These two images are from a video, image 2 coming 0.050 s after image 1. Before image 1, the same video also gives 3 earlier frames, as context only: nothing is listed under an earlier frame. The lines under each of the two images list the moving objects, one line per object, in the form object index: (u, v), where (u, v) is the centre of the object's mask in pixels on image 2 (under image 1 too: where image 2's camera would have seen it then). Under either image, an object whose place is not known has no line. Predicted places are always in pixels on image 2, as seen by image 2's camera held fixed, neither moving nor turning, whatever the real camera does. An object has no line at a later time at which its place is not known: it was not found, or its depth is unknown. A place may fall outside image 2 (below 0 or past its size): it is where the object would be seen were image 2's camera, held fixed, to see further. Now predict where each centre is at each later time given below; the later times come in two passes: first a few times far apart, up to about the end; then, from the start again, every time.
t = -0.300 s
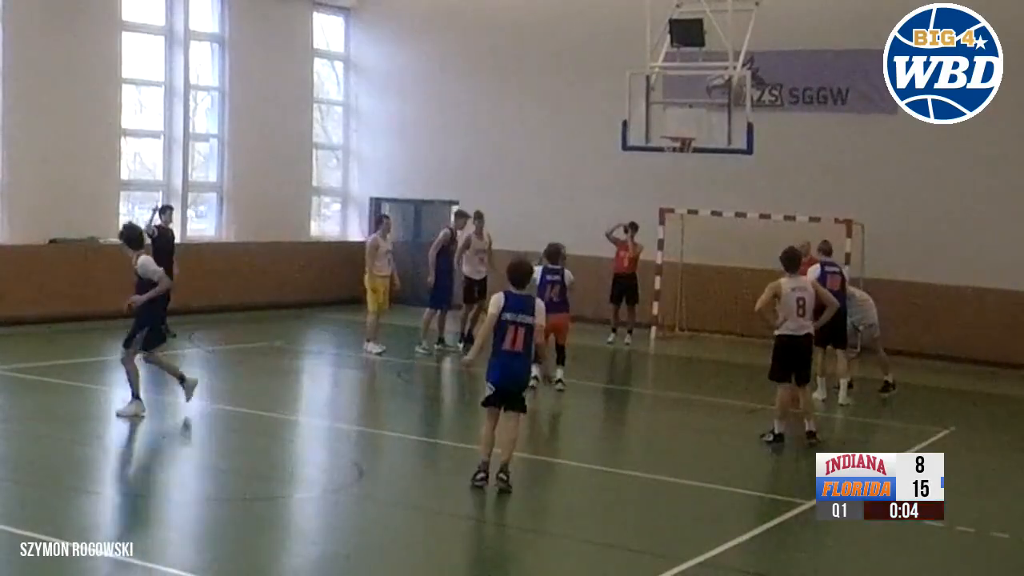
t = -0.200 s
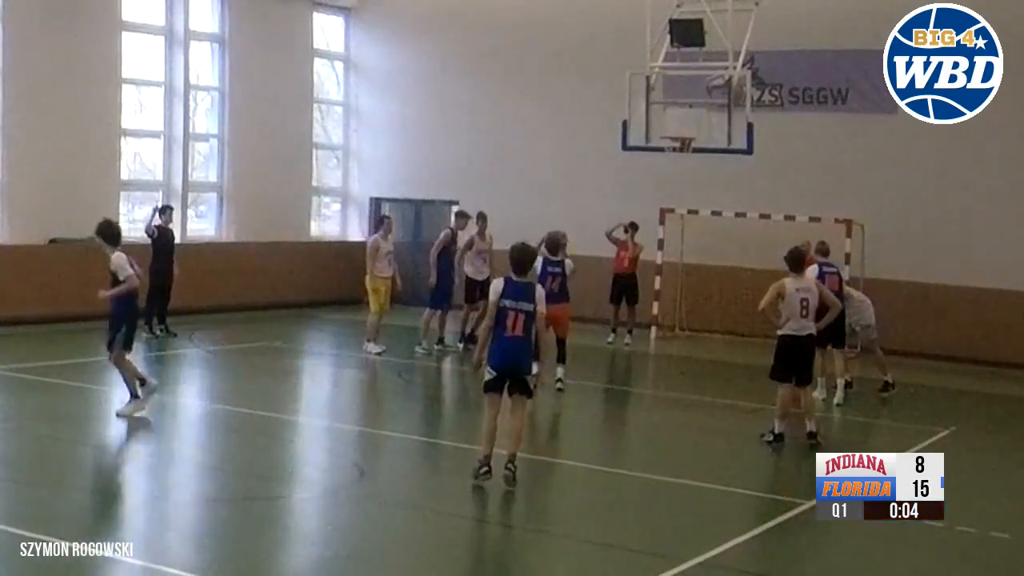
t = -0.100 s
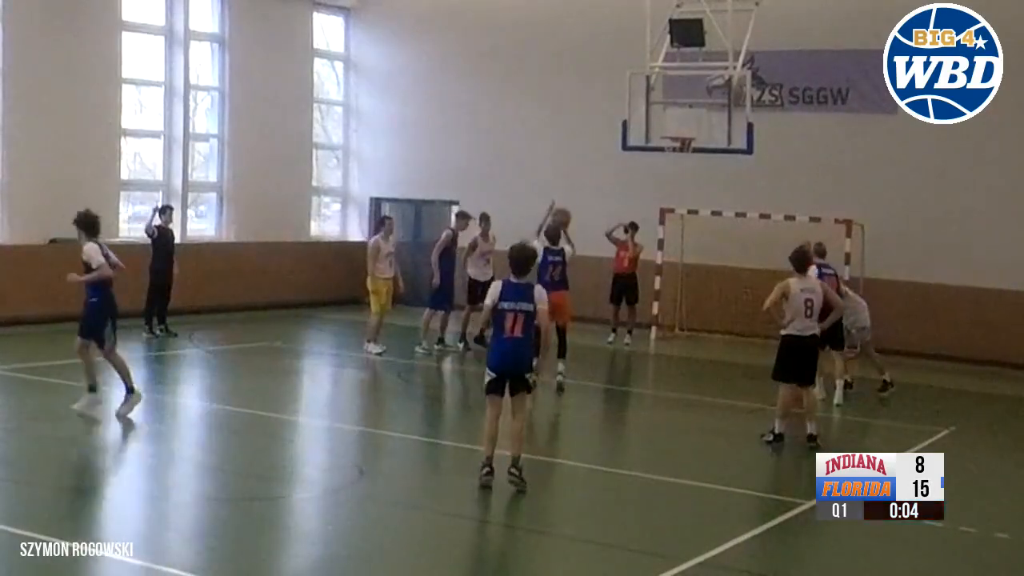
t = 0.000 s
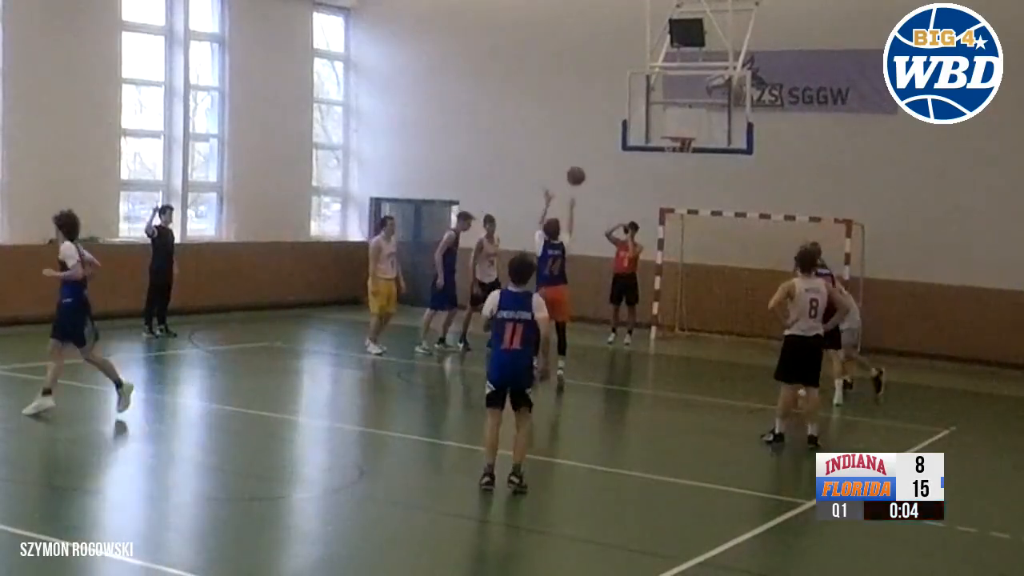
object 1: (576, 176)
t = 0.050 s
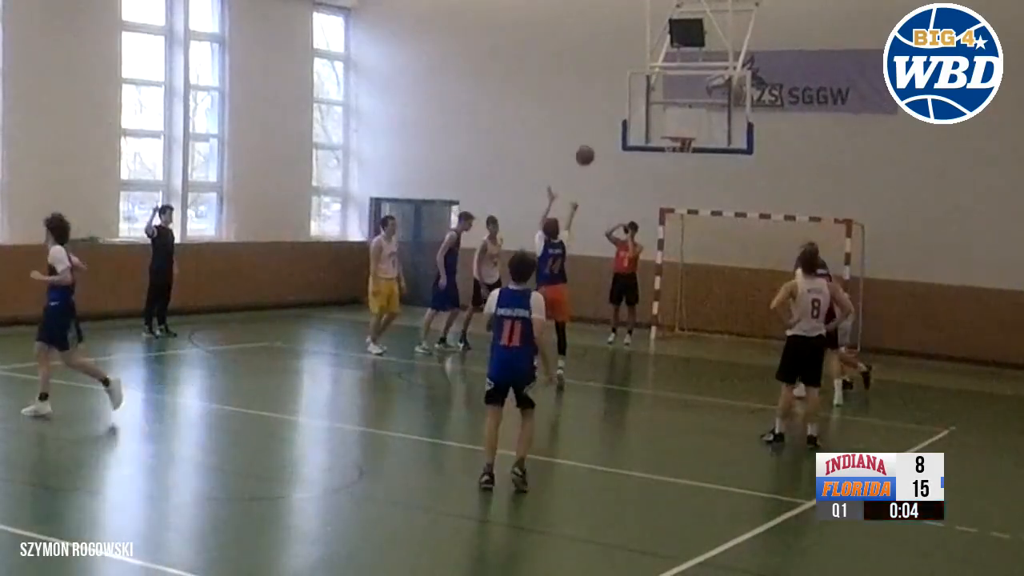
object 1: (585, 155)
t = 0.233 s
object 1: (615, 101)
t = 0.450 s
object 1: (645, 77)
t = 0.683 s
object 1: (676, 92)
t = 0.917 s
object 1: (690, 128)
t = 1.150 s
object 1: (672, 115)
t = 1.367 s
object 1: (655, 138)
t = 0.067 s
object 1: (587, 149)
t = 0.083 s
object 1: (591, 143)
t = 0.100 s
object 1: (593, 137)
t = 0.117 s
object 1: (596, 132)
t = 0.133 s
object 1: (599, 127)
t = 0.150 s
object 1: (602, 122)
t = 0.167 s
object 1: (604, 117)
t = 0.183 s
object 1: (607, 112)
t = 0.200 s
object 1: (609, 109)
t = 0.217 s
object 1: (612, 104)
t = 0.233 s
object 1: (615, 101)
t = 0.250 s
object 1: (617, 98)
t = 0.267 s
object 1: (620, 95)
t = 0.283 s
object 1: (622, 92)
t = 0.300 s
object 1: (624, 89)
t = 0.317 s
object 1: (627, 87)
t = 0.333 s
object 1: (629, 84)
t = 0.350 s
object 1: (631, 82)
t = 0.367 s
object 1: (634, 81)
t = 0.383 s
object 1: (636, 79)
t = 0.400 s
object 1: (638, 78)
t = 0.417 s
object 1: (640, 77)
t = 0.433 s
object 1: (642, 77)
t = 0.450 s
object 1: (645, 77)
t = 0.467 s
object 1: (648, 76)
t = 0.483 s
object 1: (649, 76)
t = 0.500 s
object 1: (652, 75)
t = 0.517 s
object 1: (656, 75)
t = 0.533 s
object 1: (657, 76)
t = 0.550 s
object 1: (658, 75)
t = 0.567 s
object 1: (660, 78)
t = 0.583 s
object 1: (662, 79)
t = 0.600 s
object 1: (664, 80)
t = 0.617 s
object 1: (667, 82)
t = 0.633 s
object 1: (668, 85)
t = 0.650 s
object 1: (670, 87)
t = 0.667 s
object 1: (671, 89)
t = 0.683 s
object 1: (676, 92)
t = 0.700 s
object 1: (678, 93)
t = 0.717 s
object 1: (680, 96)
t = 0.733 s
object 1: (682, 99)
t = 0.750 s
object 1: (684, 102)
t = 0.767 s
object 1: (686, 105)
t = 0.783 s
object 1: (687, 108)
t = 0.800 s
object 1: (689, 113)
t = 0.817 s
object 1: (692, 115)
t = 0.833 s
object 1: (694, 118)
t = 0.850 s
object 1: (694, 122)
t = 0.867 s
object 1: (694, 125)
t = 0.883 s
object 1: (693, 128)
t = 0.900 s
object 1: (692, 129)
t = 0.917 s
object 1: (690, 128)
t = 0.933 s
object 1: (689, 125)
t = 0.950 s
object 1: (688, 124)
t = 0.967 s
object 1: (686, 122)
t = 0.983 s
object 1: (685, 119)
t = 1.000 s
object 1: (684, 119)
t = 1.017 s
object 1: (683, 117)
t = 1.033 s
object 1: (682, 116)
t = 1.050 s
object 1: (680, 116)
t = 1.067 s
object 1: (679, 115)
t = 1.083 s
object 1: (677, 115)
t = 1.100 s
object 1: (676, 115)
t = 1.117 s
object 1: (675, 115)
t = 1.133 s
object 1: (674, 115)
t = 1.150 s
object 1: (672, 115)
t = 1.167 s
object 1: (671, 116)
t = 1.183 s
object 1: (670, 117)
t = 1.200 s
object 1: (668, 118)
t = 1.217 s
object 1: (667, 120)
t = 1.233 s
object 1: (665, 120)
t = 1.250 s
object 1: (664, 122)
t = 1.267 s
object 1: (662, 124)
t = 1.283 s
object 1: (661, 127)
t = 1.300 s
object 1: (660, 130)
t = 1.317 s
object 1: (658, 132)
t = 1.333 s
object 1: (657, 134)
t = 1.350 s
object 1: (656, 137)
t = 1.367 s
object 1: (655, 138)
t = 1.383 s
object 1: (654, 144)
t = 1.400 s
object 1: (651, 148)
